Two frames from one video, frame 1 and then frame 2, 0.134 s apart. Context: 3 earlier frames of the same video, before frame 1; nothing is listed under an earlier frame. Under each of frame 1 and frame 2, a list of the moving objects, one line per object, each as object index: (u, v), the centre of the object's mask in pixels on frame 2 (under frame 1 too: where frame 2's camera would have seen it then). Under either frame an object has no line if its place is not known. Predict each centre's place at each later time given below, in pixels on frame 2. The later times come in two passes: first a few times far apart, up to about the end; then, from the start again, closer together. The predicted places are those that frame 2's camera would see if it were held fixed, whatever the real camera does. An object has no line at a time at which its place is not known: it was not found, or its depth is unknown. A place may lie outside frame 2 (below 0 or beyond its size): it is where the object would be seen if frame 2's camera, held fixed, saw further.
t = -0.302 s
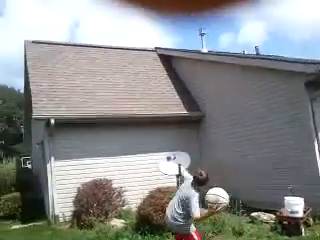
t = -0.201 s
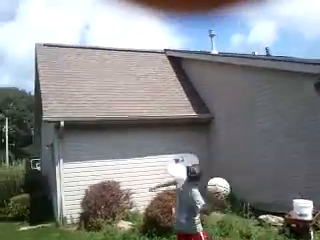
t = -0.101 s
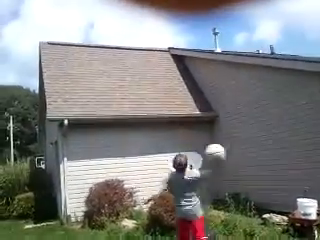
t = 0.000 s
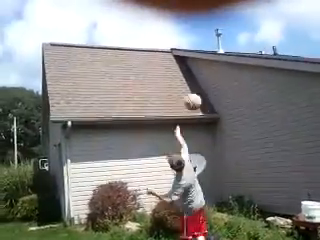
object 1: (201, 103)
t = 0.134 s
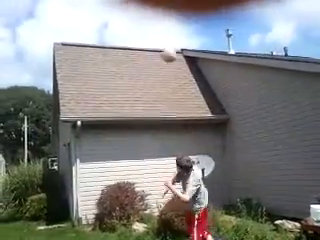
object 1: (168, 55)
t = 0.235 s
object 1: (155, 37)
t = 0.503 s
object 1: (125, 9)
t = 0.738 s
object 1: (112, 14)
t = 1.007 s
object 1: (103, 28)
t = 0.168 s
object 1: (166, 48)
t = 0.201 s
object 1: (161, 41)
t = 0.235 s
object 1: (155, 37)
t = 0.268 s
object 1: (146, 35)
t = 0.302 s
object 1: (141, 28)
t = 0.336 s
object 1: (142, 22)
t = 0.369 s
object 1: (138, 18)
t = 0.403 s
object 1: (134, 12)
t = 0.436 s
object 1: (134, 13)
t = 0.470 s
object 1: (128, 10)
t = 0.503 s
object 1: (125, 9)
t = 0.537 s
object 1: (123, 12)
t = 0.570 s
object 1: (120, 11)
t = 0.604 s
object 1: (119, 7)
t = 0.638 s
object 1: (116, 8)
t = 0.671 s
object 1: (114, 9)
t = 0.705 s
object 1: (113, 10)
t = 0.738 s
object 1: (112, 14)
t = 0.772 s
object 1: (109, 14)
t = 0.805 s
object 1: (106, 12)
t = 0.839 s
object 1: (107, 16)
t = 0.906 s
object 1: (102, 23)
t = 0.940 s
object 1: (104, 25)
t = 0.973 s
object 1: (103, 26)
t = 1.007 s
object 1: (103, 28)
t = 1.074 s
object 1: (100, 35)
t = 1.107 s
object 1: (100, 39)
